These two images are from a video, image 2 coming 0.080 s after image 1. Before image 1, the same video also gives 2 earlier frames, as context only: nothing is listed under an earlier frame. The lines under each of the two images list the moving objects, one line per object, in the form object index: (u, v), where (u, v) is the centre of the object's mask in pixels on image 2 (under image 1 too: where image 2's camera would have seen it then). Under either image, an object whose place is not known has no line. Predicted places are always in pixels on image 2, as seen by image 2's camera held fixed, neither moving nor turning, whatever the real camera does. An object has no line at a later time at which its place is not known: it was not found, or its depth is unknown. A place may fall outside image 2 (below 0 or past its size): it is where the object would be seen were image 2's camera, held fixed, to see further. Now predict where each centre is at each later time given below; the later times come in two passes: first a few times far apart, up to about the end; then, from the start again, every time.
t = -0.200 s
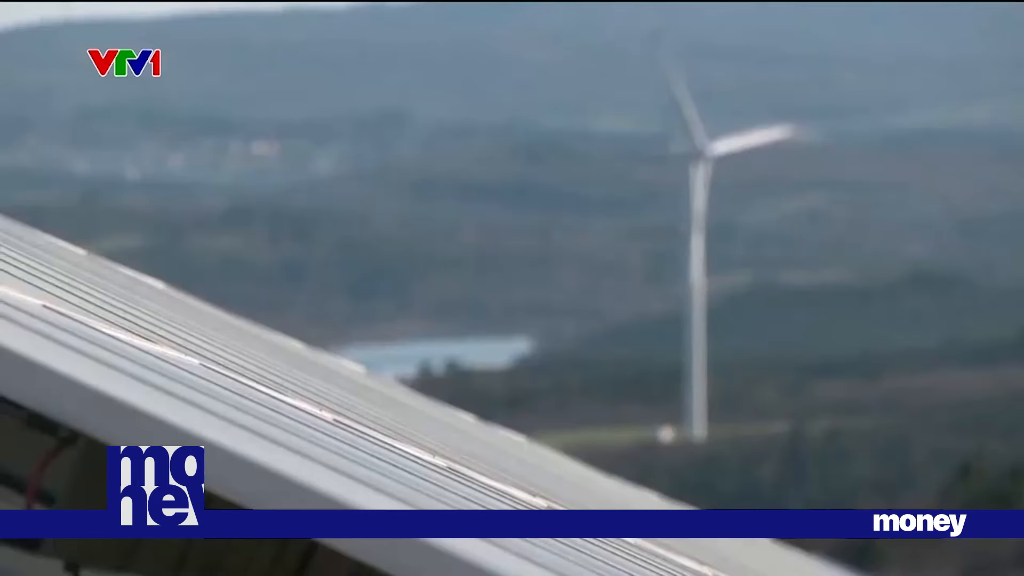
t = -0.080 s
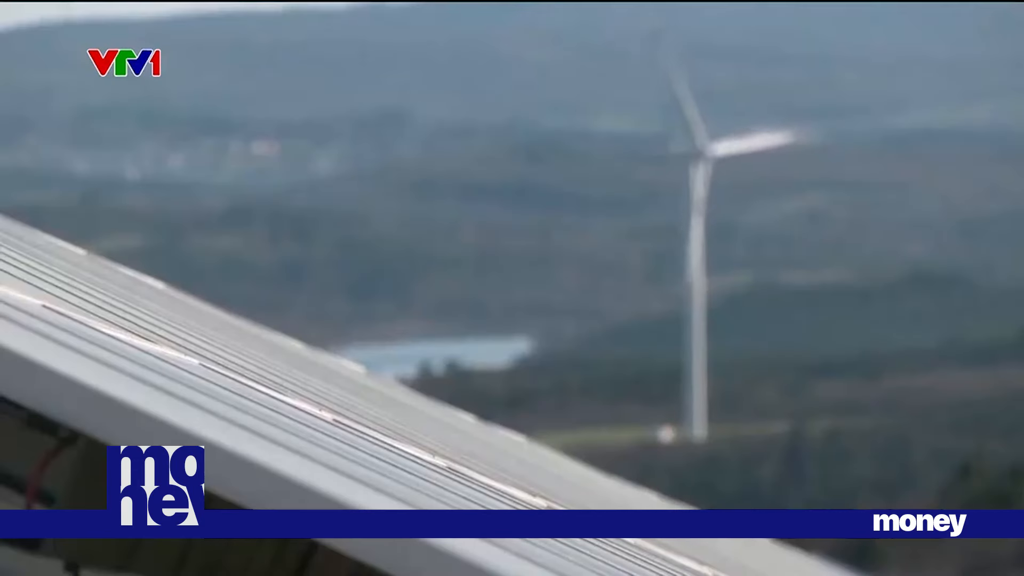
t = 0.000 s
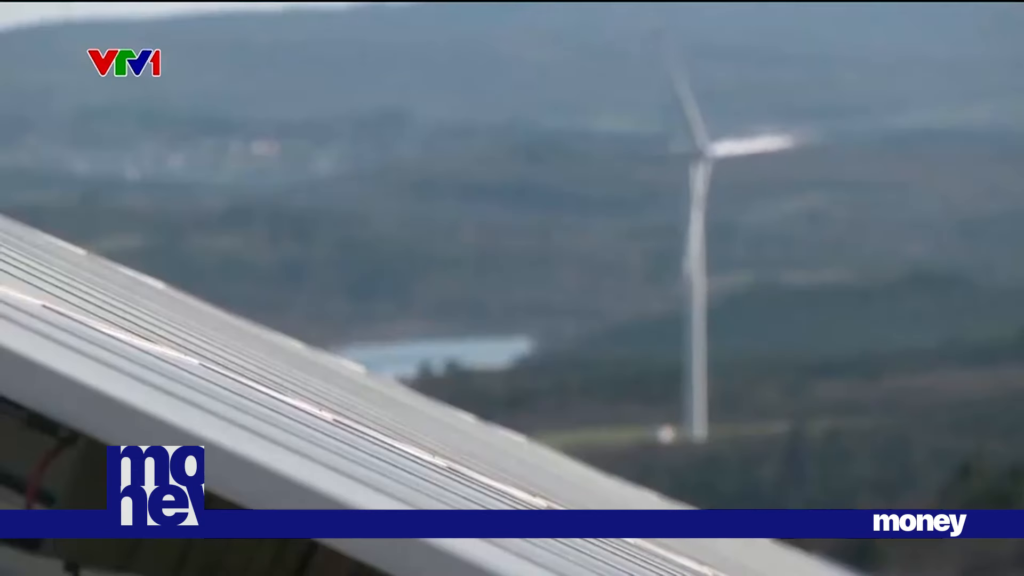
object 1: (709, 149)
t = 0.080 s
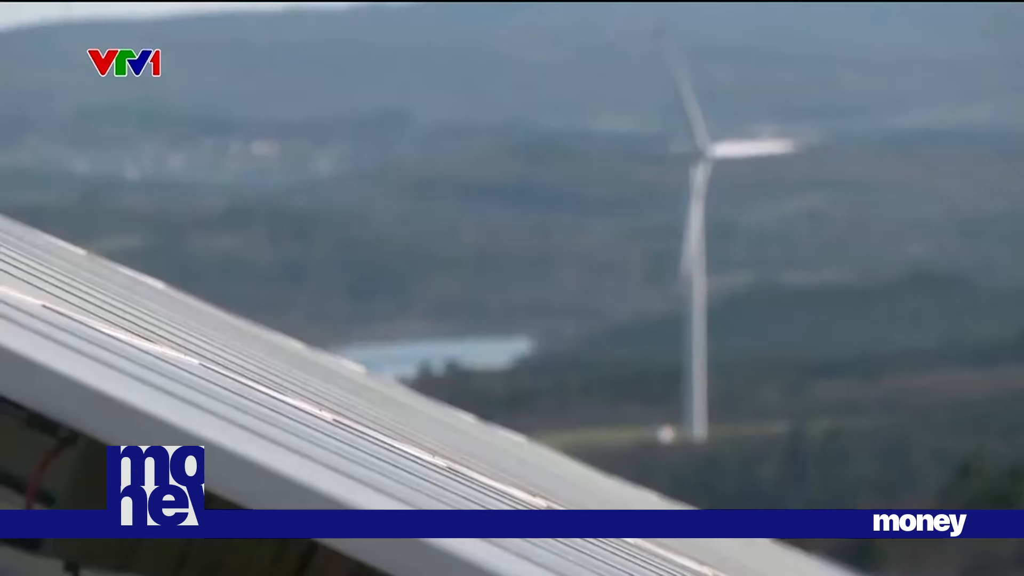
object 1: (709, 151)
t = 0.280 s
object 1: (707, 148)
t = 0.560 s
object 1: (710, 153)
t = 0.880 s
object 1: (711, 149)
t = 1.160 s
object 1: (712, 148)
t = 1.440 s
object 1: (714, 150)
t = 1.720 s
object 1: (714, 148)
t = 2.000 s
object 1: (716, 155)
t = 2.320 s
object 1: (718, 152)
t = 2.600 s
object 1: (717, 155)
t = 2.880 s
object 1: (716, 162)
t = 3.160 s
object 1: (717, 159)
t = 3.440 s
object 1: (715, 162)
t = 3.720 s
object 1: (715, 161)
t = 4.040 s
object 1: (714, 157)
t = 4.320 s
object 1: (711, 153)
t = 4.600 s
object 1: (711, 145)
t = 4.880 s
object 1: (709, 145)
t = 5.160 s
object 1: (709, 143)
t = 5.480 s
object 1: (709, 142)
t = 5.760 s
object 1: (710, 140)
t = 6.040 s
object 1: (710, 140)
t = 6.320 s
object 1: (709, 139)
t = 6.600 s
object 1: (712, 139)
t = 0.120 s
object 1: (709, 152)
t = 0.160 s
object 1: (708, 153)
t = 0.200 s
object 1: (708, 152)
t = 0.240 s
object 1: (708, 151)
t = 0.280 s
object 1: (707, 148)
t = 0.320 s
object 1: (708, 149)
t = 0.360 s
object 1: (711, 156)
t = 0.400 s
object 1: (709, 151)
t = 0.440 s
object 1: (709, 149)
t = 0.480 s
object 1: (709, 148)
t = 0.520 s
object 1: (711, 154)
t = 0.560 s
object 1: (710, 153)
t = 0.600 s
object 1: (711, 155)
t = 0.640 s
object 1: (709, 145)
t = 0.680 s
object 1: (709, 145)
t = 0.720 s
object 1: (710, 148)
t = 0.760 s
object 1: (710, 148)
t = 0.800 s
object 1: (711, 150)
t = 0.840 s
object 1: (712, 149)
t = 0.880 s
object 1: (711, 149)
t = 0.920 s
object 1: (712, 148)
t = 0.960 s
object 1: (712, 149)
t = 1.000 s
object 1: (712, 149)
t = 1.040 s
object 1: (712, 148)
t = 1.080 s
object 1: (712, 149)
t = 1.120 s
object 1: (713, 149)
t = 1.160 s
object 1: (712, 148)
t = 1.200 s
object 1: (713, 149)
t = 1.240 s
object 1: (712, 148)
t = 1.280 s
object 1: (713, 149)
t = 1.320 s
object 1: (713, 150)
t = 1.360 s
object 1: (713, 149)
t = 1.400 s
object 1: (714, 148)
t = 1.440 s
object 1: (714, 150)
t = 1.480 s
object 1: (713, 148)
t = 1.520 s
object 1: (714, 149)
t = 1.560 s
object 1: (715, 152)
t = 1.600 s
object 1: (714, 153)
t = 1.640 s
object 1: (714, 152)
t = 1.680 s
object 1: (714, 155)
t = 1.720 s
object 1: (714, 148)
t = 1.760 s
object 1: (714, 150)
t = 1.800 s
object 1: (715, 152)
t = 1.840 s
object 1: (715, 152)
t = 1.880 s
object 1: (715, 151)
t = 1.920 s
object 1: (715, 154)
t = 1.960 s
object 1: (716, 153)
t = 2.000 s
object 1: (716, 155)
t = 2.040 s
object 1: (716, 153)
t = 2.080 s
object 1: (717, 149)
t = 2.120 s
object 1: (717, 151)
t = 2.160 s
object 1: (717, 148)
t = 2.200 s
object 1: (718, 149)
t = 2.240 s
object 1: (717, 152)
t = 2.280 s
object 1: (718, 150)
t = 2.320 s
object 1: (718, 152)
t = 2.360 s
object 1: (718, 149)
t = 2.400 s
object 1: (718, 150)
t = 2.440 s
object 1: (718, 152)
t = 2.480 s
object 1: (717, 156)
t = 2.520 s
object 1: (717, 155)
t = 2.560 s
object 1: (717, 155)
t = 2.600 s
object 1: (717, 155)
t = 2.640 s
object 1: (717, 159)
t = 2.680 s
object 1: (716, 160)
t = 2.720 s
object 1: (715, 161)
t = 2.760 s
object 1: (716, 162)
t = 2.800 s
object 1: (716, 163)
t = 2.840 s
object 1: (716, 163)
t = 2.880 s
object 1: (716, 162)
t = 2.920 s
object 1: (716, 162)
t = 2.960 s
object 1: (716, 163)
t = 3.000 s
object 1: (717, 161)
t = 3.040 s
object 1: (716, 159)
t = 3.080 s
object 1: (716, 162)
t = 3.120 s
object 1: (716, 161)
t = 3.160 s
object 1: (717, 159)
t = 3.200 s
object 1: (717, 162)
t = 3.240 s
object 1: (716, 160)
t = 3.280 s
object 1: (716, 161)
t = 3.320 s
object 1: (716, 160)
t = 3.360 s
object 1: (715, 161)
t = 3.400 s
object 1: (715, 161)
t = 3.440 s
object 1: (715, 162)
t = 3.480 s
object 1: (716, 162)
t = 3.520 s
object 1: (715, 160)
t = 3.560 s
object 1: (715, 160)
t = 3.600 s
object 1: (715, 160)
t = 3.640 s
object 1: (715, 161)
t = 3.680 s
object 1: (714, 160)
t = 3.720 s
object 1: (715, 161)
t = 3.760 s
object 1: (715, 160)
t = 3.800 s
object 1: (714, 159)
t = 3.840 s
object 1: (714, 159)
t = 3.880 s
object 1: (714, 159)
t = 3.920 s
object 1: (714, 157)
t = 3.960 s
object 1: (714, 157)
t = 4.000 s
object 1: (714, 157)
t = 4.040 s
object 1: (714, 157)
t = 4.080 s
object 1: (713, 156)
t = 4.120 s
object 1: (713, 156)
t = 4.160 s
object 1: (714, 155)
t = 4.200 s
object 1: (713, 154)
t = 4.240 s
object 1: (711, 154)
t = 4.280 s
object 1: (712, 154)
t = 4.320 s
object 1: (711, 153)
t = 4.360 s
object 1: (710, 153)
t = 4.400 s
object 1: (710, 152)
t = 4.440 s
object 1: (711, 151)
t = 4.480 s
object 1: (711, 147)
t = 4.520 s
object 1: (712, 147)
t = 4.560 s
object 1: (710, 144)
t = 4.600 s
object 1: (711, 145)
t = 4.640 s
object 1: (712, 145)
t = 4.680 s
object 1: (706, 139)
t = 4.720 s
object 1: (707, 140)
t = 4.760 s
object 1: (711, 145)
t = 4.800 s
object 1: (710, 145)
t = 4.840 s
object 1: (710, 145)
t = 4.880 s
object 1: (709, 145)
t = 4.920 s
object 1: (709, 145)
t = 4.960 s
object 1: (709, 144)
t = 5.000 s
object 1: (709, 143)
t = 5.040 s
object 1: (709, 143)
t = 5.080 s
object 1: (709, 143)
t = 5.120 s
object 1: (709, 144)
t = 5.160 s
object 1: (709, 143)
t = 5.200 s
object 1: (709, 144)
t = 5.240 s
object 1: (709, 143)
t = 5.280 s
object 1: (710, 144)
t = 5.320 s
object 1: (710, 143)
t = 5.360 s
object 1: (709, 143)
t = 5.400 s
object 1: (709, 143)
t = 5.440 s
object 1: (709, 142)
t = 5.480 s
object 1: (709, 142)
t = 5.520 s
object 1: (710, 142)
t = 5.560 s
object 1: (709, 142)
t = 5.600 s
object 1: (710, 141)
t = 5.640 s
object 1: (710, 140)
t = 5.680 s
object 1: (710, 140)
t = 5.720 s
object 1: (710, 139)
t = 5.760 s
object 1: (710, 140)
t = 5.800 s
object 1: (710, 139)
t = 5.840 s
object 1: (710, 140)
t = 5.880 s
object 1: (710, 140)
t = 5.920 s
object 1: (710, 141)
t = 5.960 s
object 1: (710, 141)
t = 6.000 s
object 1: (710, 140)
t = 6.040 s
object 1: (710, 140)
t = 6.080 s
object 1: (710, 140)
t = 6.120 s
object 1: (711, 139)
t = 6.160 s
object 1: (710, 141)
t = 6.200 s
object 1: (710, 139)
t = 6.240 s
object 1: (709, 140)
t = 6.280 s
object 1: (709, 139)
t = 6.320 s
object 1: (709, 139)
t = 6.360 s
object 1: (710, 139)
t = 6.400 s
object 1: (710, 139)
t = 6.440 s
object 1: (710, 140)
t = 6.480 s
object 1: (711, 138)
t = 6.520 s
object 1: (710, 139)
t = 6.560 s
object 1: (711, 138)
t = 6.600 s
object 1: (712, 139)
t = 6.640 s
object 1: (712, 139)
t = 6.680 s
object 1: (712, 139)
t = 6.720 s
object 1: (712, 139)
